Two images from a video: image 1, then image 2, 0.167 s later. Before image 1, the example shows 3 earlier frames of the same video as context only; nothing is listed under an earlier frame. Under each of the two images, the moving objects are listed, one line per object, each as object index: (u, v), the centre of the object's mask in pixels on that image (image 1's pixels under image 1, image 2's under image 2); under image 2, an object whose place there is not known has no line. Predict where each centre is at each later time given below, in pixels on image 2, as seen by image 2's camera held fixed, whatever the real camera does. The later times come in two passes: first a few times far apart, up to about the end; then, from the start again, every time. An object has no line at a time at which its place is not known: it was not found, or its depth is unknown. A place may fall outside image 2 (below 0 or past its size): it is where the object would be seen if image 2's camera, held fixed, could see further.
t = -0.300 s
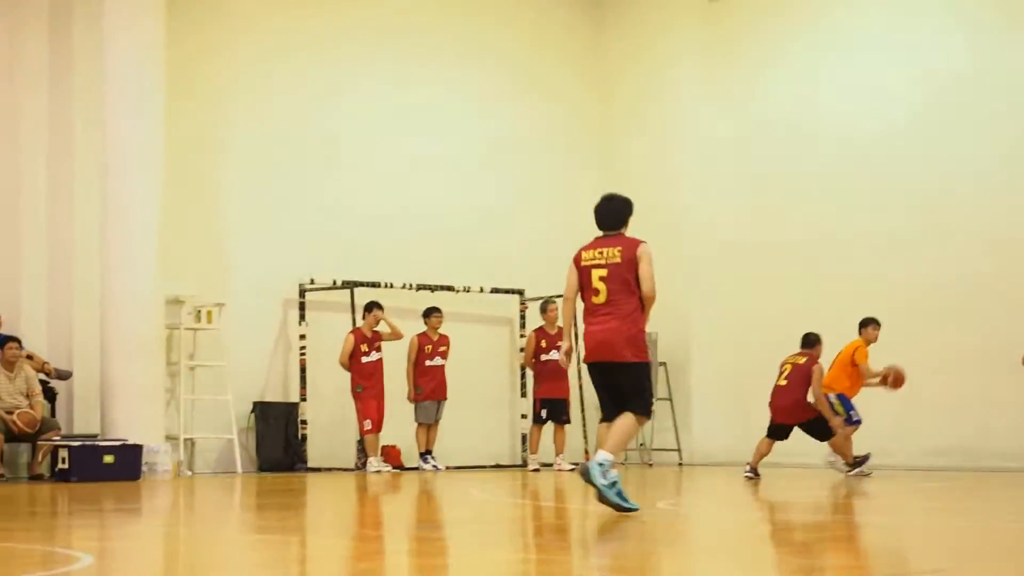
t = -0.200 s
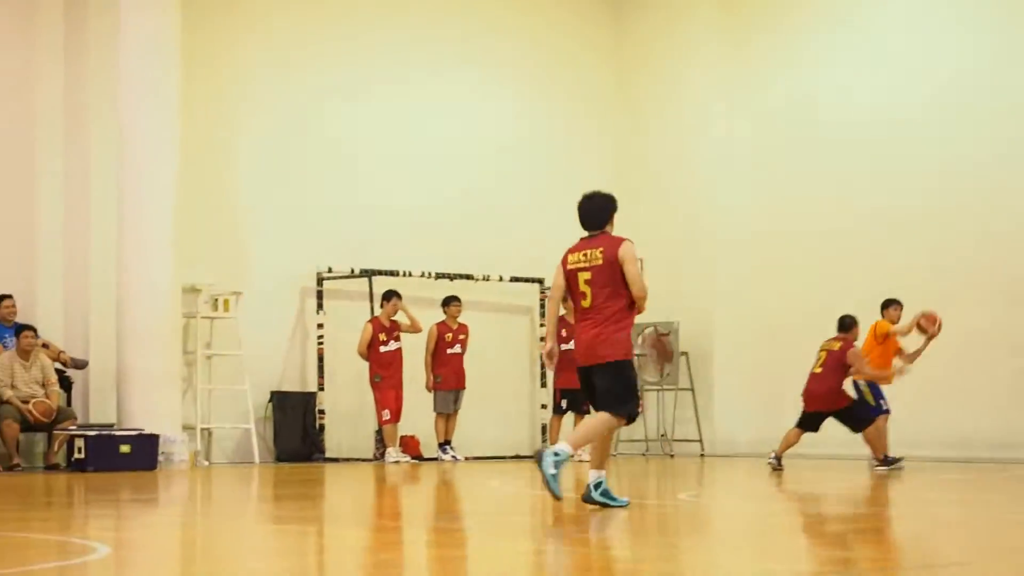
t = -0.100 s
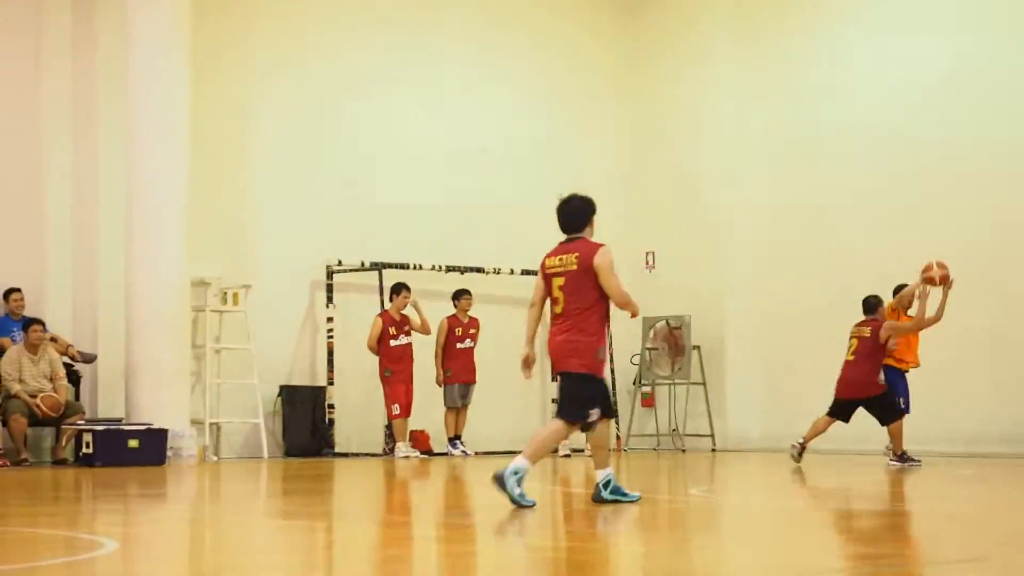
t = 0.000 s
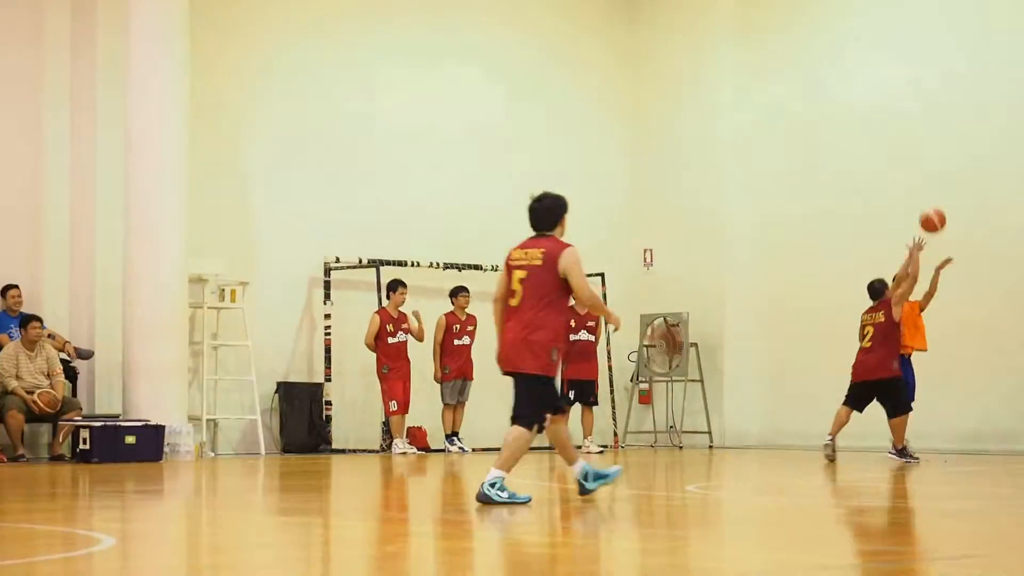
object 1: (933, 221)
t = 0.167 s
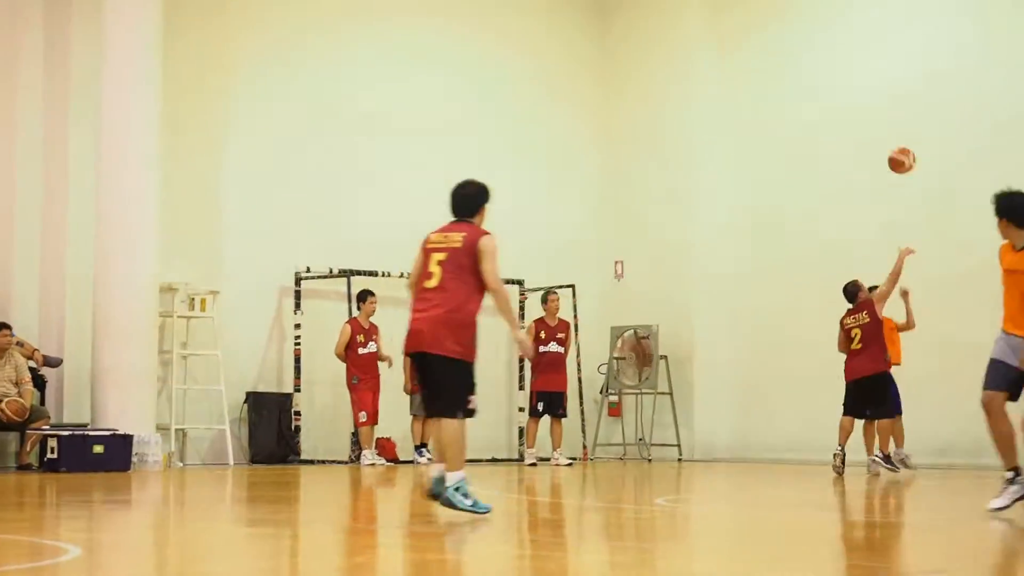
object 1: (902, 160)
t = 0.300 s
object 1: (904, 117)
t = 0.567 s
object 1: (903, 94)
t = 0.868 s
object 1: (902, 183)
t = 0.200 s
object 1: (901, 148)
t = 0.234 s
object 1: (902, 138)
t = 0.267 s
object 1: (903, 128)
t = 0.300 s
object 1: (904, 117)
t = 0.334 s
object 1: (904, 108)
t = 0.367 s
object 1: (905, 100)
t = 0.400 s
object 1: (905, 96)
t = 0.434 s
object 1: (906, 92)
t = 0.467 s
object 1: (907, 90)
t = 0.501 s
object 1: (906, 91)
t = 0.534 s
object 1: (905, 93)
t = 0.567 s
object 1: (903, 94)
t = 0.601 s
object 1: (903, 96)
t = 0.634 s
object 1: (903, 100)
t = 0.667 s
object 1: (903, 105)
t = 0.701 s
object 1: (904, 115)
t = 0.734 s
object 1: (904, 124)
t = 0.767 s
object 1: (905, 137)
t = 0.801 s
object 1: (905, 151)
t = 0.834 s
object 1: (904, 166)
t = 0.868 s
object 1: (902, 183)
